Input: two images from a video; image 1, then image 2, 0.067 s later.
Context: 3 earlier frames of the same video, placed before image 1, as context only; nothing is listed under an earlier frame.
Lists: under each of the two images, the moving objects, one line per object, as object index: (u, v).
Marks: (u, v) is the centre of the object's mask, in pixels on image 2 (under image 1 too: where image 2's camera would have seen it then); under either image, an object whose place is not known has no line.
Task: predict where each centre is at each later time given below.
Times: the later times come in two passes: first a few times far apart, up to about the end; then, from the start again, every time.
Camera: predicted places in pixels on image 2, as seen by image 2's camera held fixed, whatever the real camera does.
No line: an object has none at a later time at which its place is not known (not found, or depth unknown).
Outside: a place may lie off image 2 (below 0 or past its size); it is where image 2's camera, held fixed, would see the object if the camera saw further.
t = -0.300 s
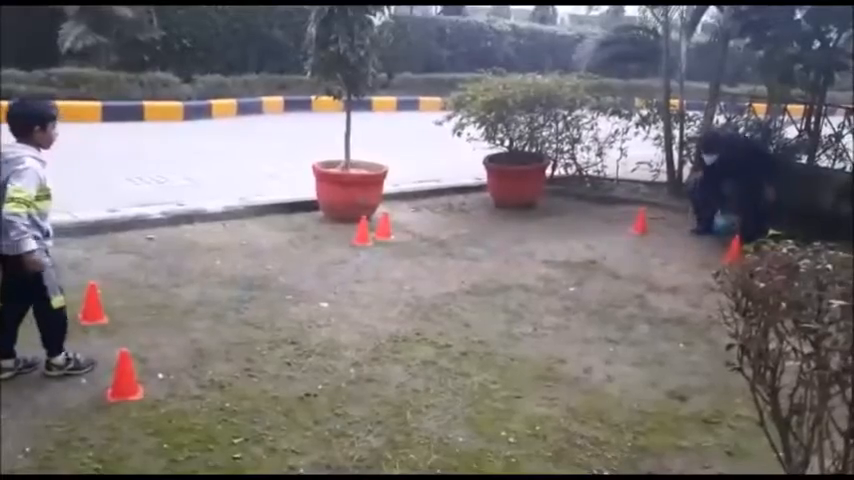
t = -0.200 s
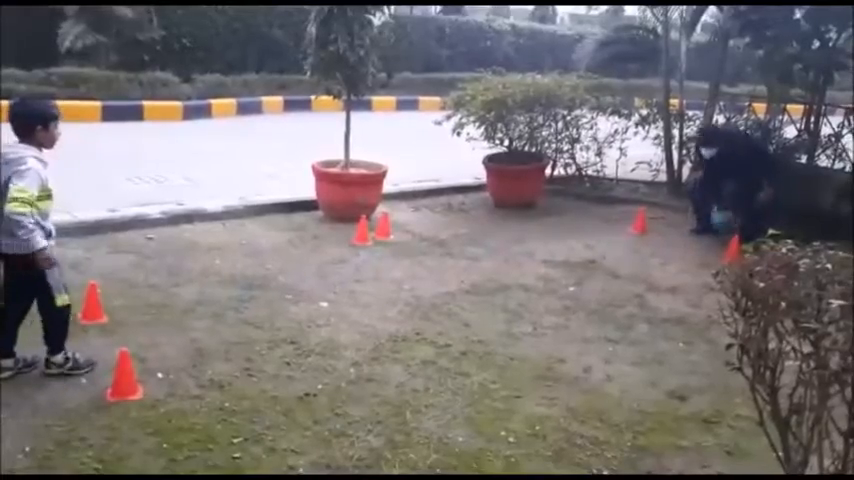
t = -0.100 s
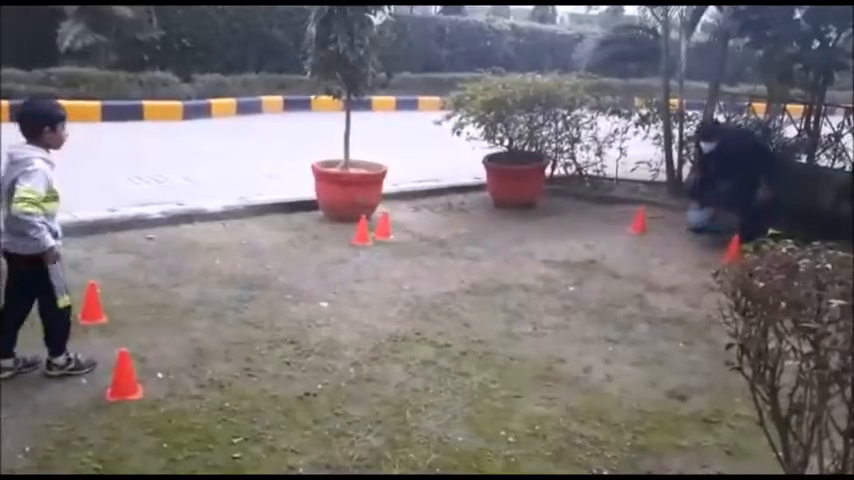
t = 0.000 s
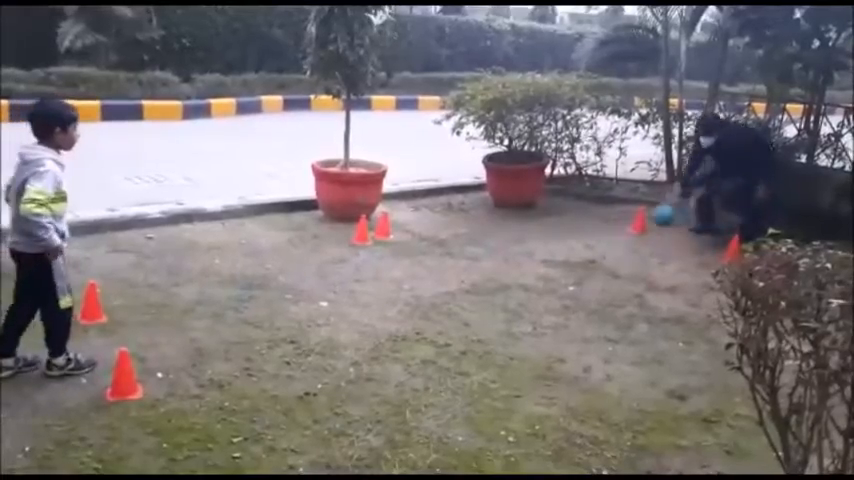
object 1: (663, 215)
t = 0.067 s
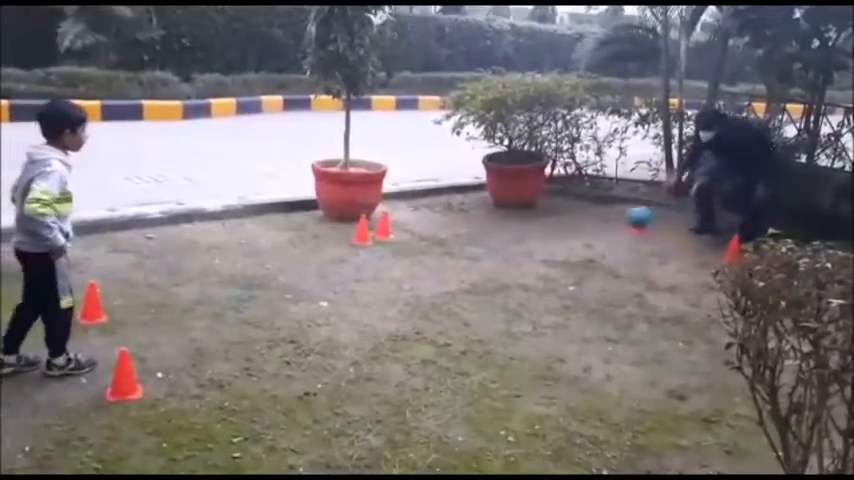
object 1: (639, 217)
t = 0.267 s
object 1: (549, 257)
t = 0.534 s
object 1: (466, 268)
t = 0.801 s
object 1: (377, 290)
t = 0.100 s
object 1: (624, 219)
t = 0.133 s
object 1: (610, 223)
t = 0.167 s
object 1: (597, 229)
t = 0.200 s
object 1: (580, 237)
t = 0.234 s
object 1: (566, 246)
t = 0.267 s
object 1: (549, 257)
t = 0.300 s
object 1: (533, 267)
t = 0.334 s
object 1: (525, 263)
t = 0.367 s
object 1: (516, 260)
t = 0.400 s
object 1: (507, 259)
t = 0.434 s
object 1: (498, 259)
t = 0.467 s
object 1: (488, 261)
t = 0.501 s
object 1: (477, 263)
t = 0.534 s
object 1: (466, 268)
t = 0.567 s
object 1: (456, 274)
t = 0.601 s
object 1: (444, 282)
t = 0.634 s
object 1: (433, 285)
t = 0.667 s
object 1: (422, 283)
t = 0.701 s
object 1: (412, 281)
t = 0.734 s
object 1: (401, 282)
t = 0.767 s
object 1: (389, 285)
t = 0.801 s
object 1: (377, 290)
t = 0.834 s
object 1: (364, 296)
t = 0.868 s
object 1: (352, 297)
